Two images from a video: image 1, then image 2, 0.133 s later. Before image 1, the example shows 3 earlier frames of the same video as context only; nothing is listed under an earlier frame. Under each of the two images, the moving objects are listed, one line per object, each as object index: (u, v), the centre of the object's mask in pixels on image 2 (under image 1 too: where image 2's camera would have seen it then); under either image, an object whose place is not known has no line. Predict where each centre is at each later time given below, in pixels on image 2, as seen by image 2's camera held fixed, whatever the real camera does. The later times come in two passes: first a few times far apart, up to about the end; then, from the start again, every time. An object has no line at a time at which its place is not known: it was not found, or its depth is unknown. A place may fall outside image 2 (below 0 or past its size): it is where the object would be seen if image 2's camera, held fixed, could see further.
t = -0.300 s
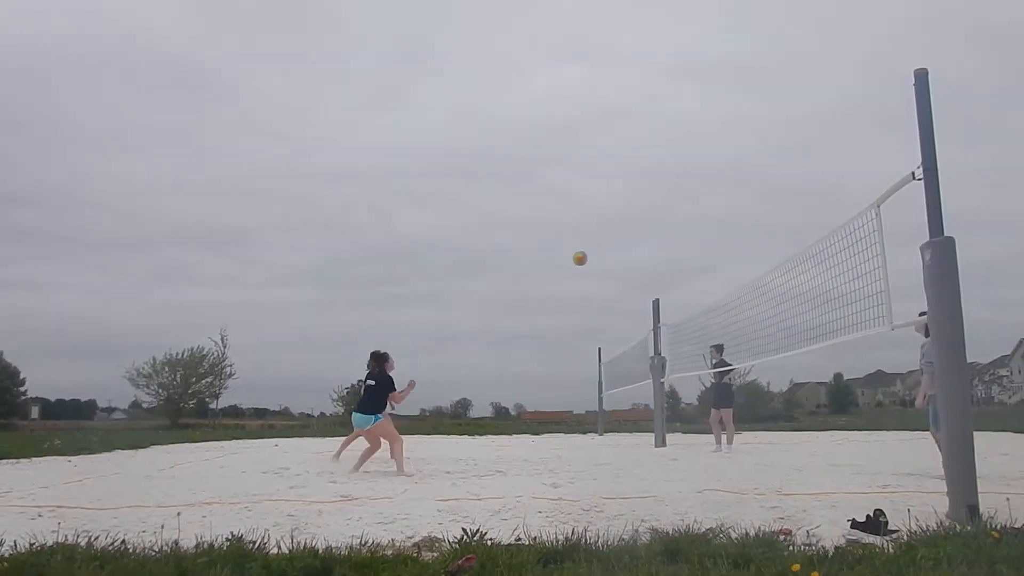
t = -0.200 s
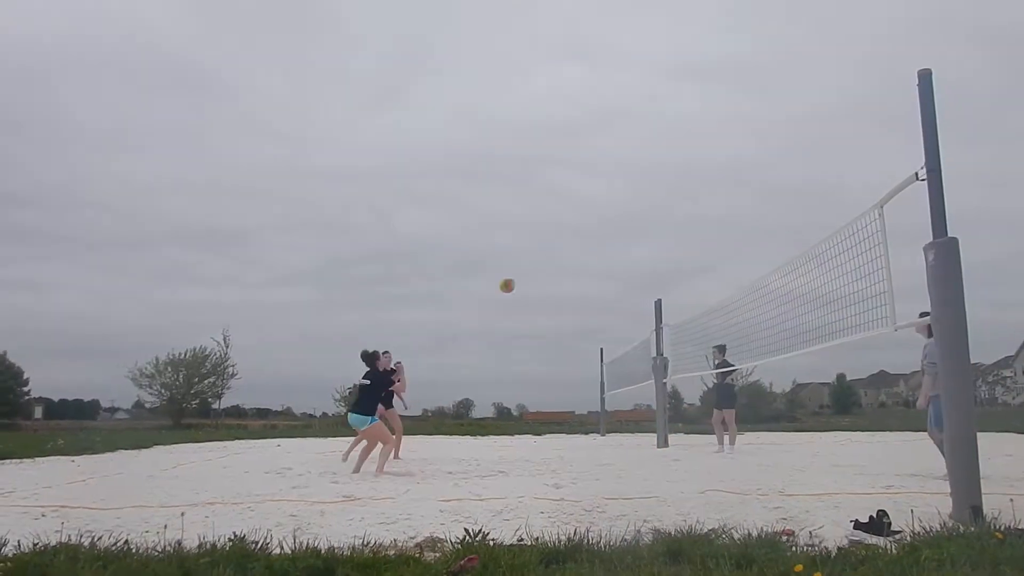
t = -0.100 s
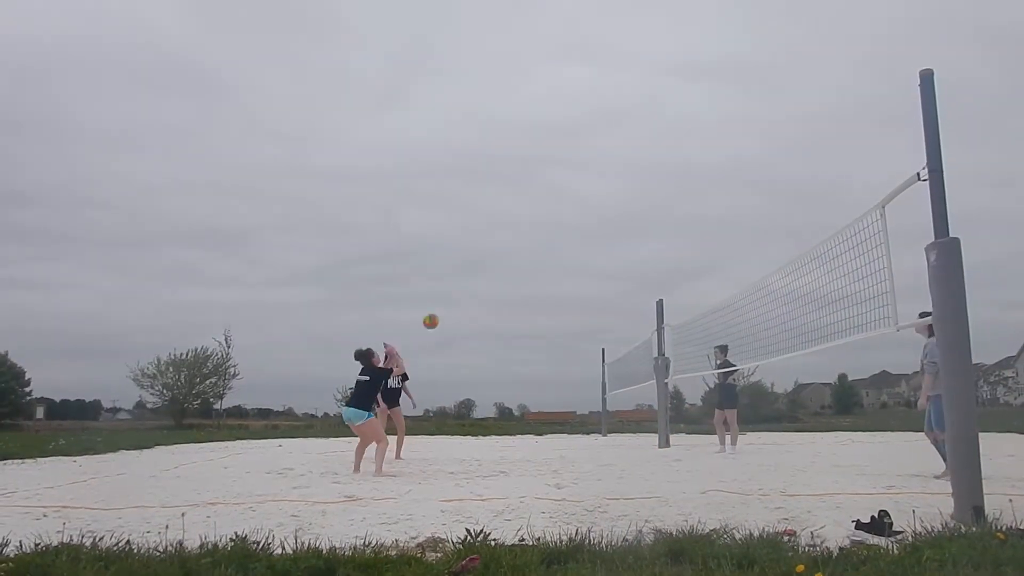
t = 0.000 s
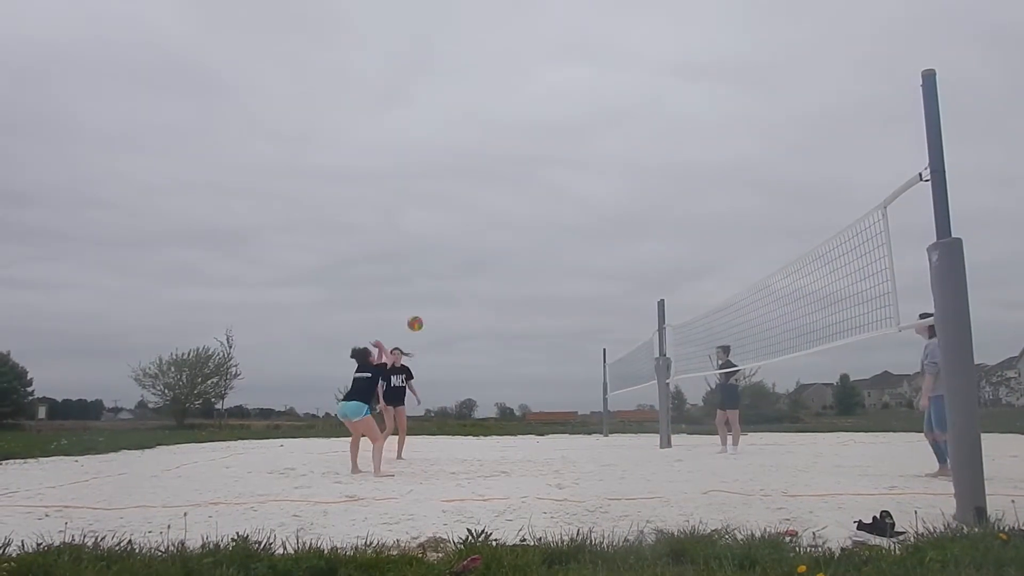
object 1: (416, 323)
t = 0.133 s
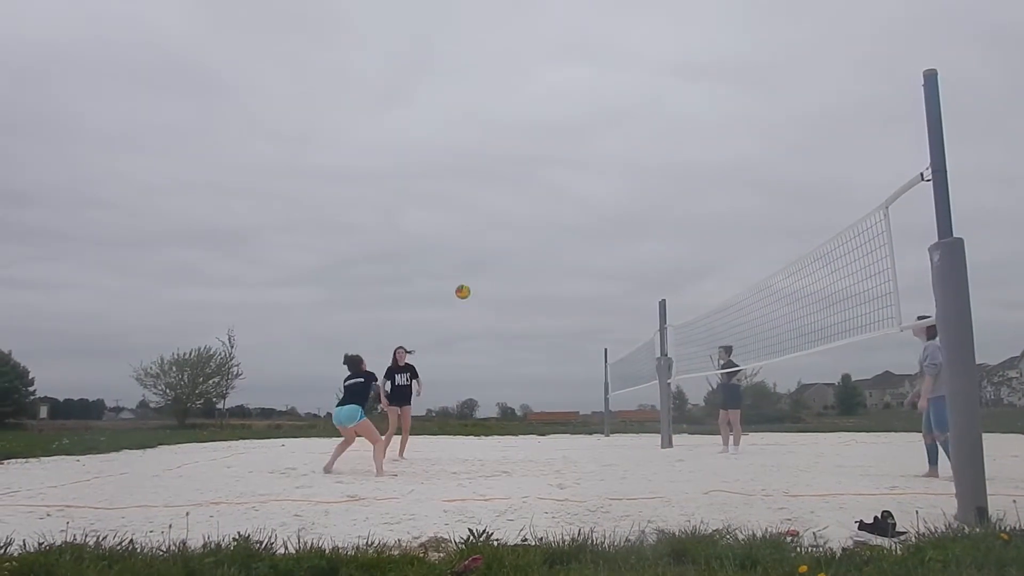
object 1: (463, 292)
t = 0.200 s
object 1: (484, 282)
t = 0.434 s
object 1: (554, 273)
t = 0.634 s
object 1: (607, 292)
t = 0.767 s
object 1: (640, 318)
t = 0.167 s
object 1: (473, 286)
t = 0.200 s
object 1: (484, 282)
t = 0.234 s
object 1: (494, 278)
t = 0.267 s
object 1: (504, 275)
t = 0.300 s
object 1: (514, 273)
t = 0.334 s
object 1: (525, 272)
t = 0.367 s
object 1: (535, 272)
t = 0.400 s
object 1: (544, 272)
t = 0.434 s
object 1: (554, 273)
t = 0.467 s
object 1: (563, 274)
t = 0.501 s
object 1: (572, 276)
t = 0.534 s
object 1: (581, 279)
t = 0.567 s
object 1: (590, 283)
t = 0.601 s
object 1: (599, 287)
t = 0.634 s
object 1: (607, 292)
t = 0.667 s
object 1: (616, 298)
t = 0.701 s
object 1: (624, 304)
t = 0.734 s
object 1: (633, 311)
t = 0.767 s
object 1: (640, 318)
